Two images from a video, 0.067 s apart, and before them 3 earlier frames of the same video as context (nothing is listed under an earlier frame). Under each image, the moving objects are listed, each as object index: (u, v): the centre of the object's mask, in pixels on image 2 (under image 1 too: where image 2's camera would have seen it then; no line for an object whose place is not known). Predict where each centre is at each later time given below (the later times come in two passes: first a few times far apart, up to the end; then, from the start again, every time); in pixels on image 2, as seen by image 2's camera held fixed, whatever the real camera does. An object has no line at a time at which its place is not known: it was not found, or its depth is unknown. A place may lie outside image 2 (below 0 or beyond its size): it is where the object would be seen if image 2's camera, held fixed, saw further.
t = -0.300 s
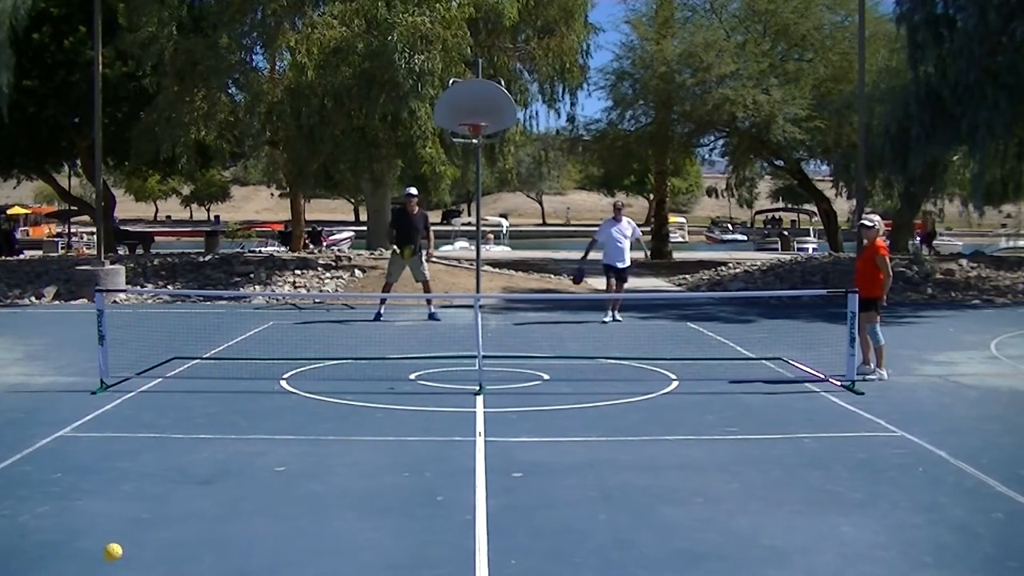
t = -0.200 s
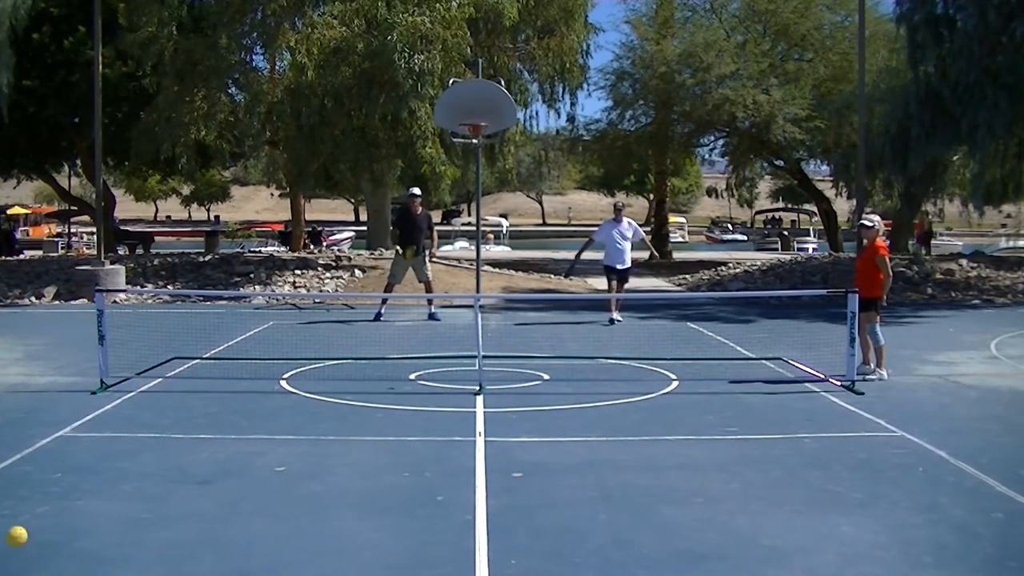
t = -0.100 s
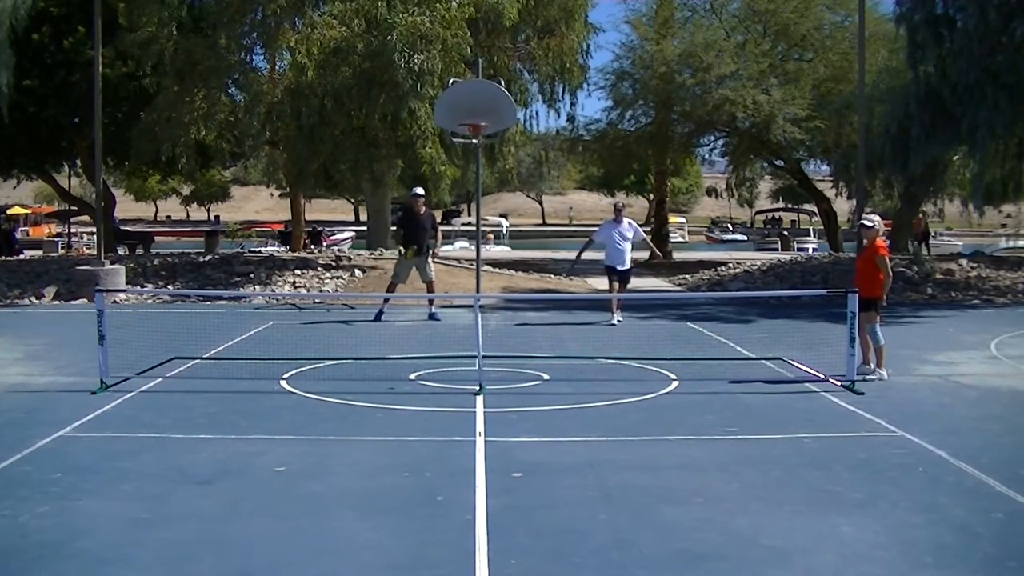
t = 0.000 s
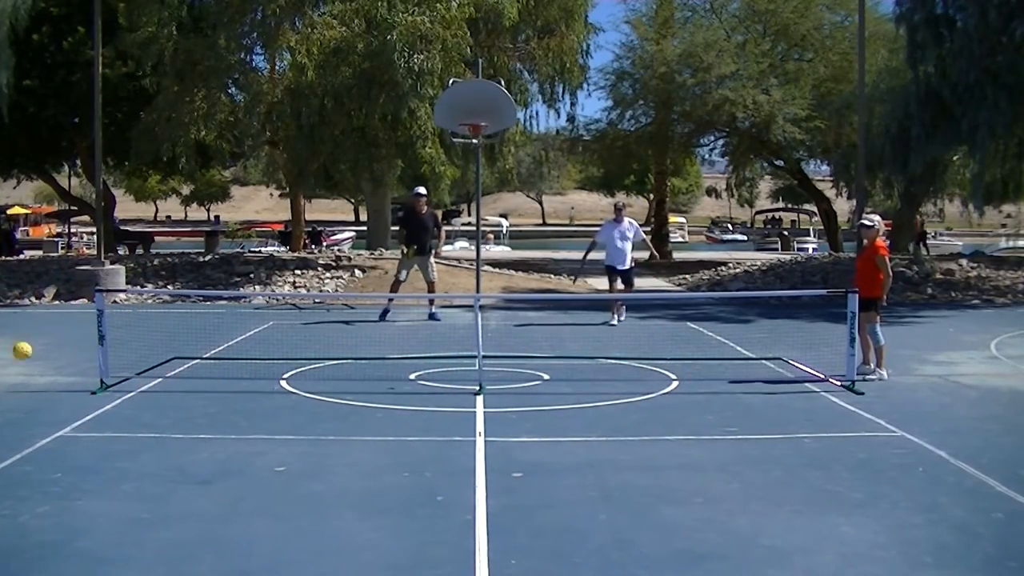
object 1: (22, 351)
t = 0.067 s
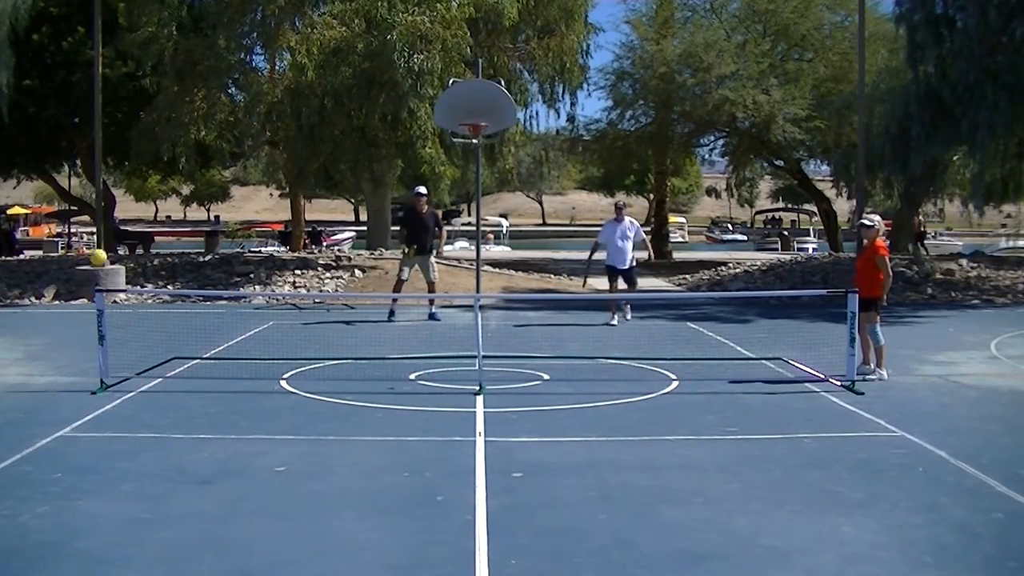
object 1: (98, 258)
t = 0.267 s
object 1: (234, 133)
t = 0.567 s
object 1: (329, 127)
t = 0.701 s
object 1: (355, 153)
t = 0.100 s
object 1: (128, 223)
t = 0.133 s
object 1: (155, 196)
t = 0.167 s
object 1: (178, 174)
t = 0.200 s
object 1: (199, 157)
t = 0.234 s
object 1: (217, 143)
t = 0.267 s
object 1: (234, 133)
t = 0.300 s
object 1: (248, 125)
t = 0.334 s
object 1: (262, 120)
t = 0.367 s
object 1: (274, 117)
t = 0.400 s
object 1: (285, 115)
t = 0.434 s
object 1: (295, 115)
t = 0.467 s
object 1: (305, 116)
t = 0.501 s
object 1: (313, 119)
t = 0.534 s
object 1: (322, 122)
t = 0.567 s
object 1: (329, 127)
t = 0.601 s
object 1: (336, 132)
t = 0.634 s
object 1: (343, 138)
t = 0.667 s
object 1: (349, 146)
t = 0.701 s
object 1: (355, 153)
